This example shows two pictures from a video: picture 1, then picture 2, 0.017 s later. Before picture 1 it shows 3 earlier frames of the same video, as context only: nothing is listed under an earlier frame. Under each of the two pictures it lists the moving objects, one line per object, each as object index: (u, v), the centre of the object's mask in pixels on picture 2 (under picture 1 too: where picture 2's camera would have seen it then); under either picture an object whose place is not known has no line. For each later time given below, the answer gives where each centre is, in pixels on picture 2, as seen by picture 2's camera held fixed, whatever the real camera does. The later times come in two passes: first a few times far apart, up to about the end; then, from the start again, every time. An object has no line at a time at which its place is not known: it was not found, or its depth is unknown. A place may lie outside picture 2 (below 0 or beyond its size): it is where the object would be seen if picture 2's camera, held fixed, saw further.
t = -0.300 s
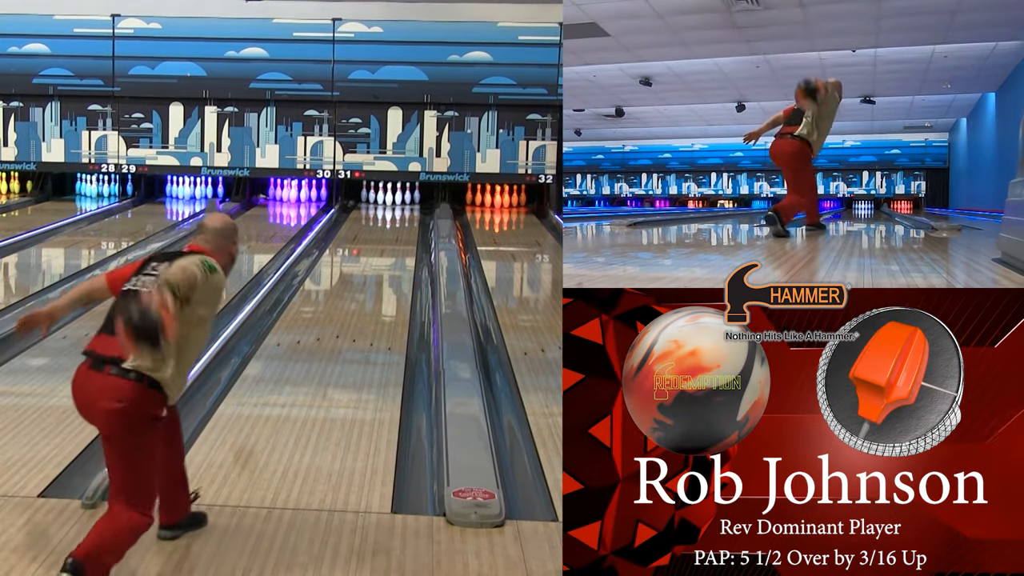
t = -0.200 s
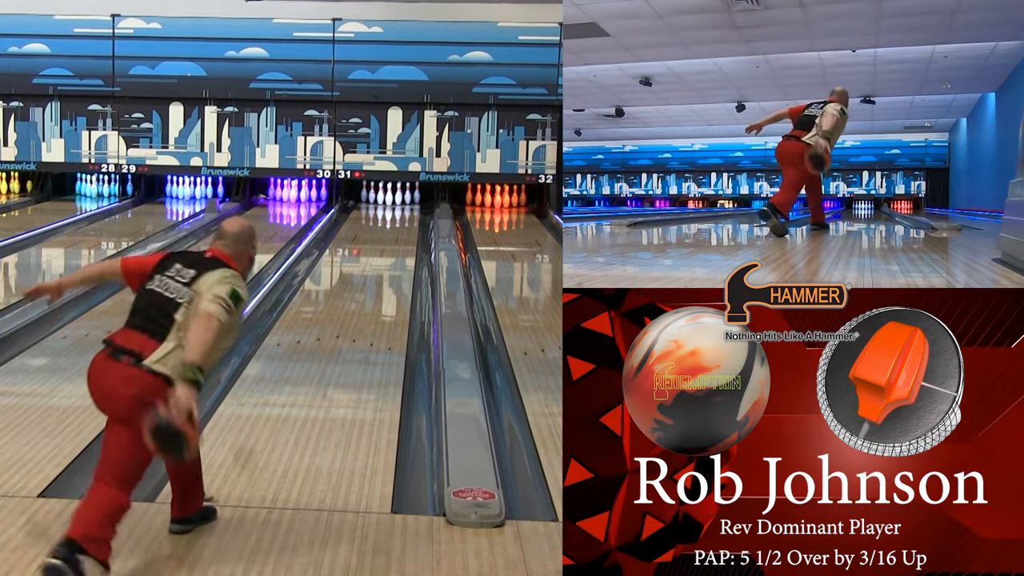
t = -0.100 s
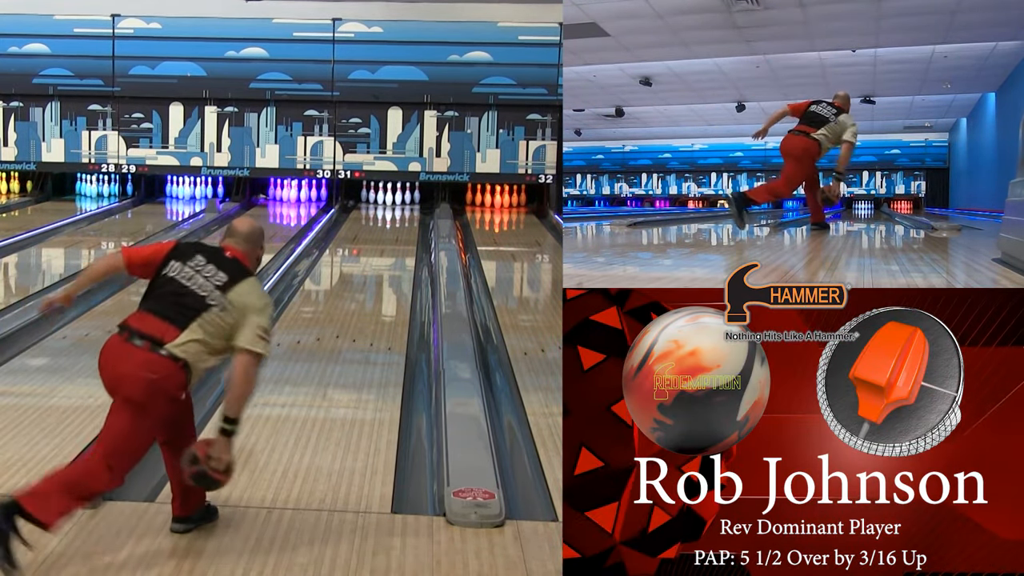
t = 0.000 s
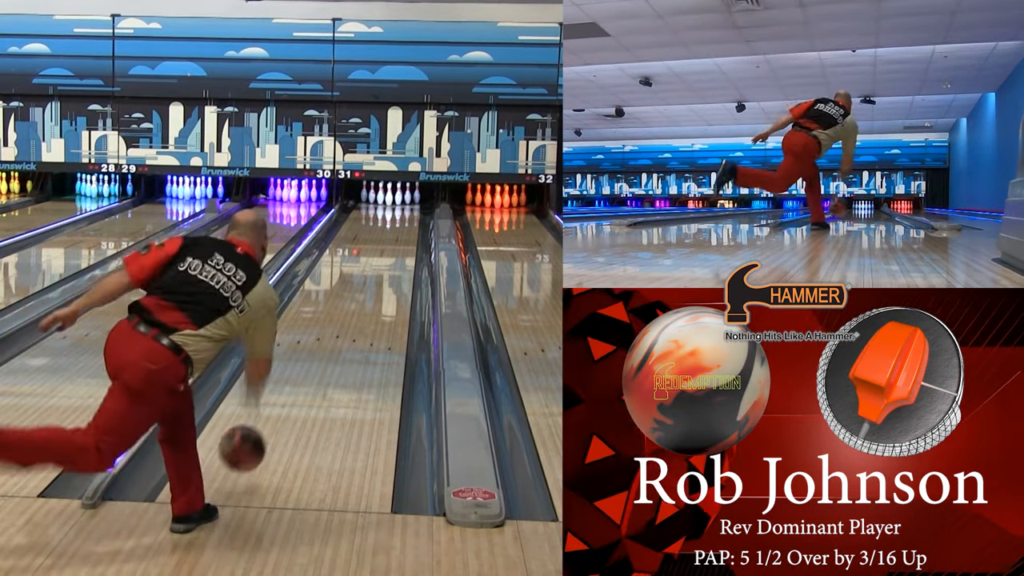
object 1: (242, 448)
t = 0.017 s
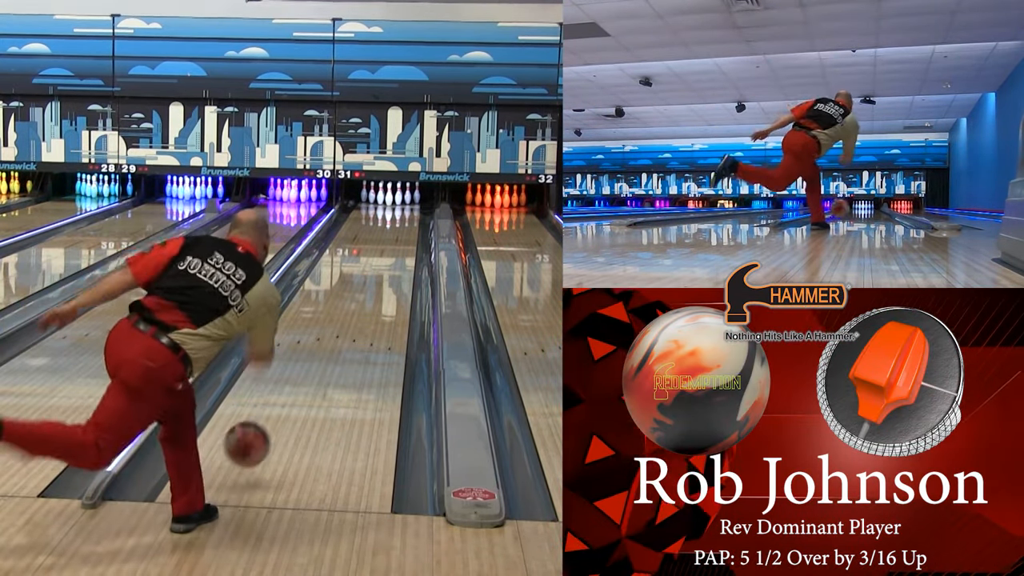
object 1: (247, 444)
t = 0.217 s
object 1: (293, 400)
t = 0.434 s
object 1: (328, 354)
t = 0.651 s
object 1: (353, 318)
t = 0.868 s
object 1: (371, 291)
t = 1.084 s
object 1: (385, 270)
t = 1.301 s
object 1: (395, 254)
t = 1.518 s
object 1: (401, 241)
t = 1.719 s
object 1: (404, 231)
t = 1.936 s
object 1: (406, 222)
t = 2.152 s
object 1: (404, 213)
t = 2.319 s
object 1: (400, 208)
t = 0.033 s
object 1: (251, 440)
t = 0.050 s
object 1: (256, 437)
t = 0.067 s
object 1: (260, 435)
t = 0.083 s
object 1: (264, 433)
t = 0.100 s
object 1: (268, 432)
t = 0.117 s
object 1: (272, 430)
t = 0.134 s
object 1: (276, 423)
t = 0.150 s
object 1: (280, 417)
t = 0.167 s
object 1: (283, 413)
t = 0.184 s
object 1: (287, 409)
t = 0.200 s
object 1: (290, 405)
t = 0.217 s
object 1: (293, 400)
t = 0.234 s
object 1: (296, 396)
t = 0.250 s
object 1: (299, 392)
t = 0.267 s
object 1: (303, 388)
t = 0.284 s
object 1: (305, 384)
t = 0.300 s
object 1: (308, 379)
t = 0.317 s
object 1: (311, 376)
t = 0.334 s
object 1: (313, 372)
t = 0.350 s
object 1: (316, 369)
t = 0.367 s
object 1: (318, 366)
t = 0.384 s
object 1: (320, 363)
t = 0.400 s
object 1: (324, 359)
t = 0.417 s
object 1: (325, 356)
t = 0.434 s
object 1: (328, 354)
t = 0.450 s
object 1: (330, 349)
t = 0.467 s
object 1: (332, 346)
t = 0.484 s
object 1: (334, 343)
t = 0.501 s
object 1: (337, 341)
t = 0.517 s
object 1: (339, 338)
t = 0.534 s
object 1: (340, 335)
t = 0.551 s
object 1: (342, 333)
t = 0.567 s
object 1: (344, 331)
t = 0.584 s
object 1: (345, 328)
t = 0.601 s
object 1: (347, 327)
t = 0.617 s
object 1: (350, 324)
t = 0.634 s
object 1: (352, 320)
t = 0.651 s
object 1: (353, 318)
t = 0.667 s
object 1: (354, 316)
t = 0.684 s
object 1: (356, 314)
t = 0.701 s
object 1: (357, 311)
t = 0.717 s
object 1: (359, 309)
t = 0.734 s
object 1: (360, 307)
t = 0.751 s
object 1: (362, 305)
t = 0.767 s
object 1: (363, 303)
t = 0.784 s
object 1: (365, 301)
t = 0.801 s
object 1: (366, 299)
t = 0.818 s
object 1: (367, 297)
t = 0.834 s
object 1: (369, 295)
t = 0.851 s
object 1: (369, 293)
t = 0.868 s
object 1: (371, 291)
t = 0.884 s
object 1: (372, 290)
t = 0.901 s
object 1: (374, 288)
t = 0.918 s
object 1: (375, 286)
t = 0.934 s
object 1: (376, 285)
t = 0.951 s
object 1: (377, 283)
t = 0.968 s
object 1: (378, 281)
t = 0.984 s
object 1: (379, 280)
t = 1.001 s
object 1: (380, 278)
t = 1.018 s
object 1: (381, 277)
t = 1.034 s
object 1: (382, 275)
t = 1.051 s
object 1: (383, 274)
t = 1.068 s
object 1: (384, 272)
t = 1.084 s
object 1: (385, 270)
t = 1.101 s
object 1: (386, 269)
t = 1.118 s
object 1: (387, 268)
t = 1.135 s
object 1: (388, 267)
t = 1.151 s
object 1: (388, 265)
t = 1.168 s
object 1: (389, 264)
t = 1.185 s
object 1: (390, 262)
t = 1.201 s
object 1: (391, 261)
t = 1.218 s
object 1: (392, 260)
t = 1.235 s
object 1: (392, 259)
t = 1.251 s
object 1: (393, 258)
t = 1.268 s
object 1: (393, 257)
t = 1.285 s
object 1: (394, 256)
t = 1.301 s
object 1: (395, 254)
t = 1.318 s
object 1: (396, 253)
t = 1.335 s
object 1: (396, 252)
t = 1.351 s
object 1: (397, 250)
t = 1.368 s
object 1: (397, 250)
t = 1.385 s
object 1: (398, 249)
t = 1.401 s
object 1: (398, 248)
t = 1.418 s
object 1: (399, 247)
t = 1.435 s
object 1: (399, 246)
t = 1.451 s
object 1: (399, 245)
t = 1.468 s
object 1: (400, 244)
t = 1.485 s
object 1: (401, 242)
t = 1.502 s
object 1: (401, 242)
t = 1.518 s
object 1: (401, 241)
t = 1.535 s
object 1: (402, 240)
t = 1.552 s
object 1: (402, 239)
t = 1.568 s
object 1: (402, 238)
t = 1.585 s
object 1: (402, 237)
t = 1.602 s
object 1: (403, 237)
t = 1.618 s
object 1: (403, 236)
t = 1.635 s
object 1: (404, 235)
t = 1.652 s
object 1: (403, 235)
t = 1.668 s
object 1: (403, 234)
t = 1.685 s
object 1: (404, 233)
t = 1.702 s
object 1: (404, 232)
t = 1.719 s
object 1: (404, 231)
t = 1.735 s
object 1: (405, 230)
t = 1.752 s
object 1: (405, 229)
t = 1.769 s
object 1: (405, 229)
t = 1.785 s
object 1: (405, 228)
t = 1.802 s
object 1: (406, 227)
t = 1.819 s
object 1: (406, 226)
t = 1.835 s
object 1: (405, 226)
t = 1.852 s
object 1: (405, 225)
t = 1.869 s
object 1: (405, 224)
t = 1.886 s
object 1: (404, 224)
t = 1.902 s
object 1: (404, 224)
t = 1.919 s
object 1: (405, 223)
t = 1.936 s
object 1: (406, 222)
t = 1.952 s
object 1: (407, 221)
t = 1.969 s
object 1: (407, 220)
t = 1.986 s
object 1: (406, 220)
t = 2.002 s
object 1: (405, 219)
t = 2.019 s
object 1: (405, 218)
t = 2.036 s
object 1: (404, 218)
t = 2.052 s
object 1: (405, 217)
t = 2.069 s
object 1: (405, 216)
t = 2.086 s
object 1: (405, 216)
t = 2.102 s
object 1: (405, 216)
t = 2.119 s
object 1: (404, 215)
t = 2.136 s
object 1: (404, 214)
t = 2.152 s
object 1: (404, 213)
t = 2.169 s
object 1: (403, 213)
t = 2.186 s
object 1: (403, 212)
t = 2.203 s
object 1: (403, 212)
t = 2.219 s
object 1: (402, 211)
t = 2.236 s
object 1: (402, 211)
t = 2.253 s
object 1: (402, 210)
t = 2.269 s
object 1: (402, 210)
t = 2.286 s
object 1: (401, 209)
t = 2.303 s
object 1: (400, 208)
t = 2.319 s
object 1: (400, 208)
